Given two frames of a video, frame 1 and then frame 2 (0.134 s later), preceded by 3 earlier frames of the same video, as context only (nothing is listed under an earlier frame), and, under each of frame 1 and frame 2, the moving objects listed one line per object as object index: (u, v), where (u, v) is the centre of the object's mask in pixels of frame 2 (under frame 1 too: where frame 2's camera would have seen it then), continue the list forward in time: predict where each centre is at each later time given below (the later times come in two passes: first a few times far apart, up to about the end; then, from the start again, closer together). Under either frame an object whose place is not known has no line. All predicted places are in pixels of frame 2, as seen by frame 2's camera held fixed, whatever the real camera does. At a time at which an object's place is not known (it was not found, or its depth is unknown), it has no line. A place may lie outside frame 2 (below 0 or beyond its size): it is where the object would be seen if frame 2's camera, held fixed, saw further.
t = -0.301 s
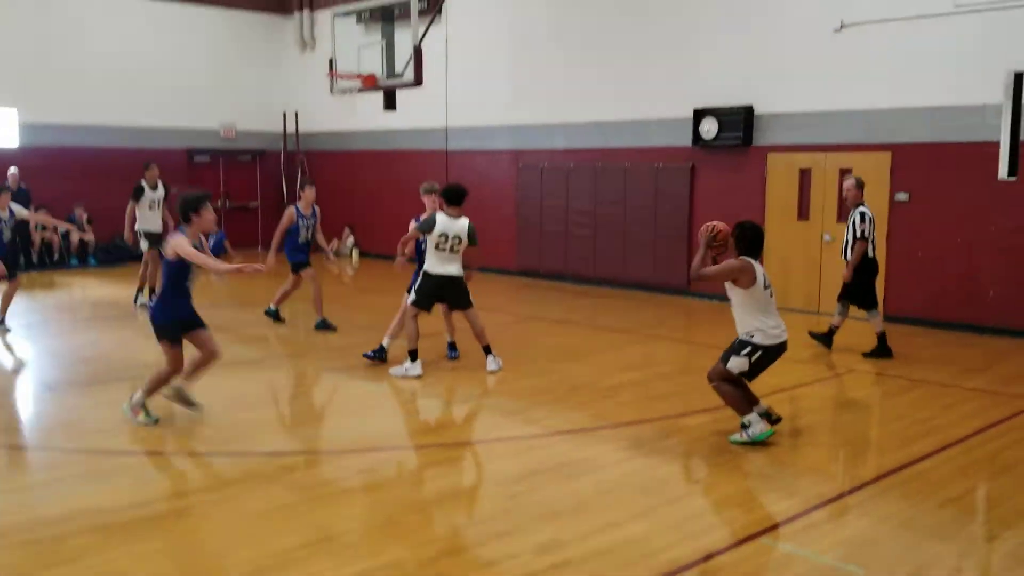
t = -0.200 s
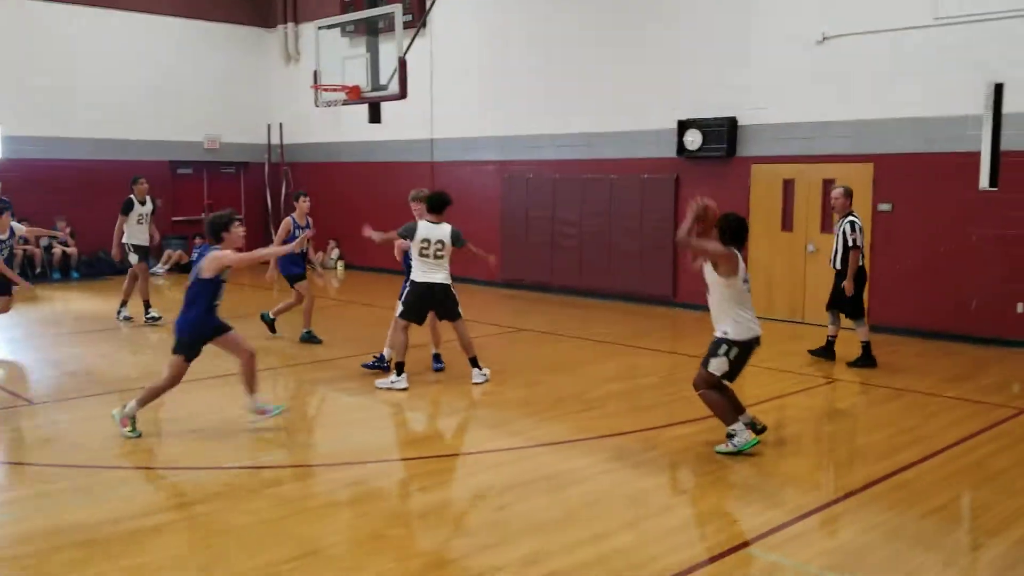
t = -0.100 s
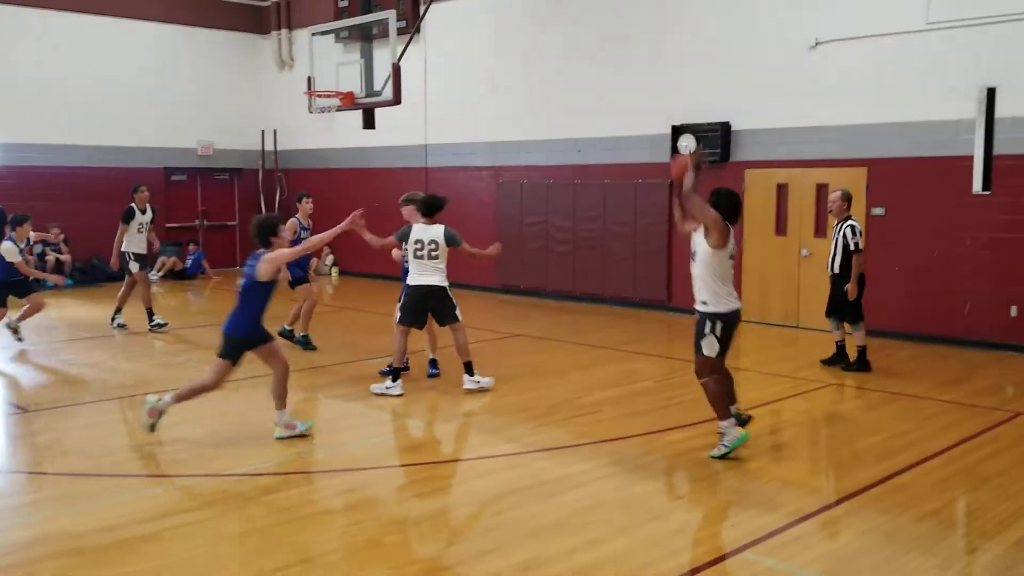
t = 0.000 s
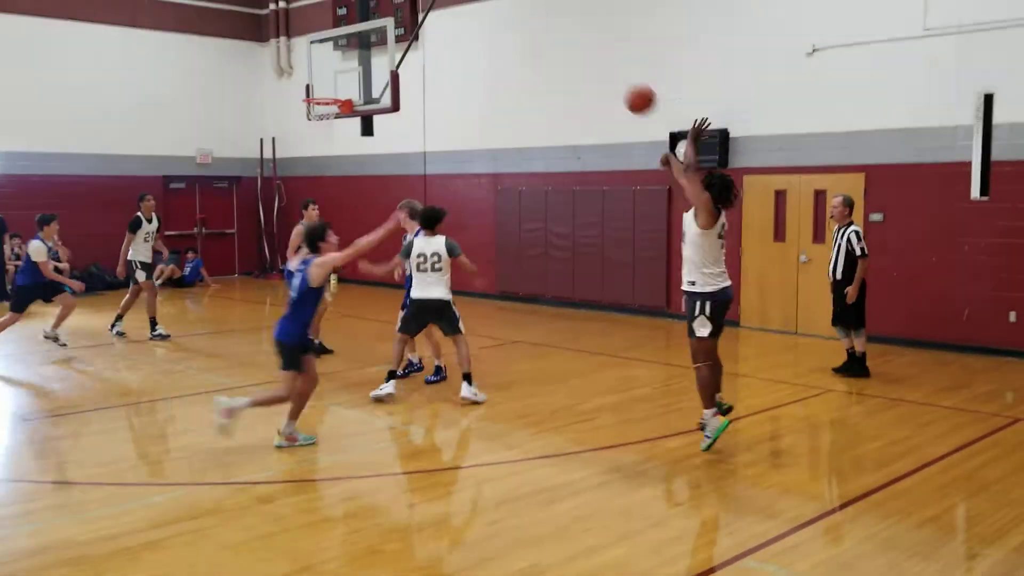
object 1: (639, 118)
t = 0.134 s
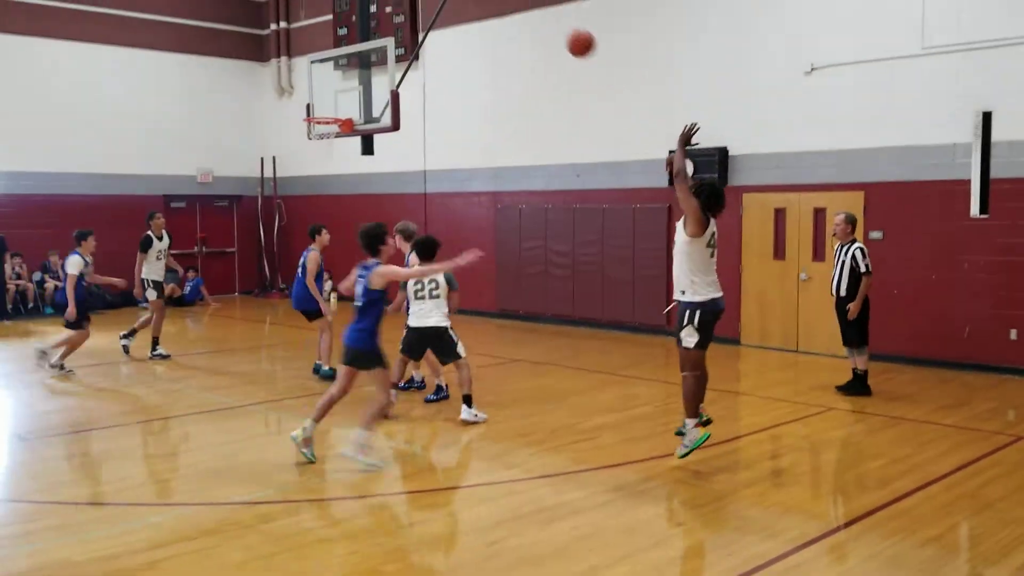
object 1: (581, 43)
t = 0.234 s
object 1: (541, 4)
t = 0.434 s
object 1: (473, -30)
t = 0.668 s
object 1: (410, -14)
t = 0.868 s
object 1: (367, 33)
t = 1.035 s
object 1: (338, 90)
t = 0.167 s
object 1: (567, 28)
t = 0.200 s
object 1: (554, 16)
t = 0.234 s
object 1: (541, 4)
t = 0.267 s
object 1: (529, -5)
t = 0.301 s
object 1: (517, -12)
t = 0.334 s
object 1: (505, -18)
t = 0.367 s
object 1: (494, -24)
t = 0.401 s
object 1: (483, -27)
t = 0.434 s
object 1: (473, -30)
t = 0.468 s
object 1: (463, -31)
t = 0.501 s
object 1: (454, -31)
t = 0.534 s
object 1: (444, -30)
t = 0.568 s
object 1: (435, -27)
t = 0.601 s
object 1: (427, -24)
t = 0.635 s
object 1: (419, -20)
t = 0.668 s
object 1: (410, -14)
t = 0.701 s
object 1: (403, -8)
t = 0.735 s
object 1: (394, -2)
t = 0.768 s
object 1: (386, 6)
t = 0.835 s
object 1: (373, 24)
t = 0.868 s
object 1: (367, 33)
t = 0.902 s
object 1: (361, 43)
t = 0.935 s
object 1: (354, 54)
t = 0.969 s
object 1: (349, 66)
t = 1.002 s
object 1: (344, 78)
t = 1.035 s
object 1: (338, 90)
